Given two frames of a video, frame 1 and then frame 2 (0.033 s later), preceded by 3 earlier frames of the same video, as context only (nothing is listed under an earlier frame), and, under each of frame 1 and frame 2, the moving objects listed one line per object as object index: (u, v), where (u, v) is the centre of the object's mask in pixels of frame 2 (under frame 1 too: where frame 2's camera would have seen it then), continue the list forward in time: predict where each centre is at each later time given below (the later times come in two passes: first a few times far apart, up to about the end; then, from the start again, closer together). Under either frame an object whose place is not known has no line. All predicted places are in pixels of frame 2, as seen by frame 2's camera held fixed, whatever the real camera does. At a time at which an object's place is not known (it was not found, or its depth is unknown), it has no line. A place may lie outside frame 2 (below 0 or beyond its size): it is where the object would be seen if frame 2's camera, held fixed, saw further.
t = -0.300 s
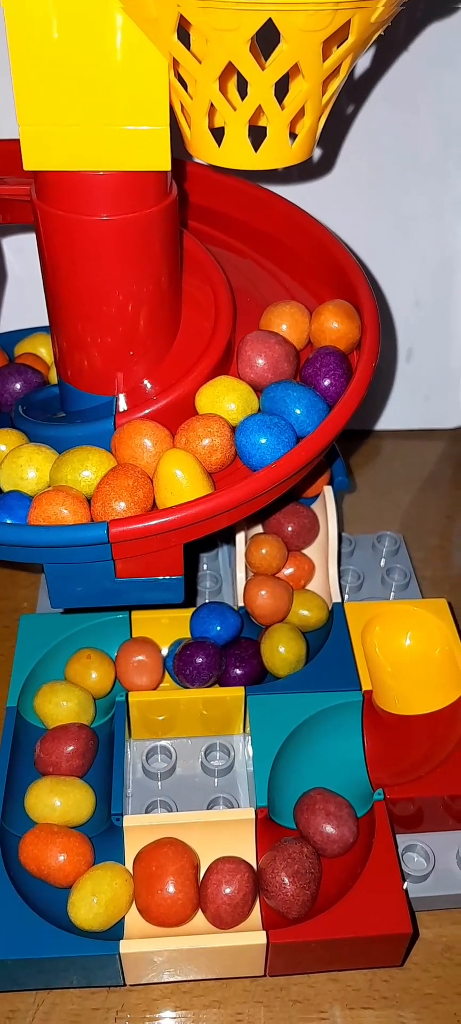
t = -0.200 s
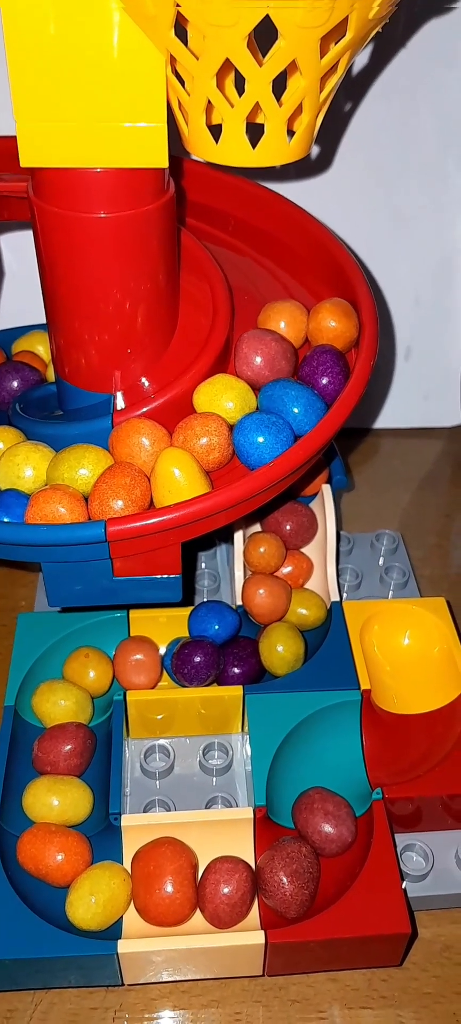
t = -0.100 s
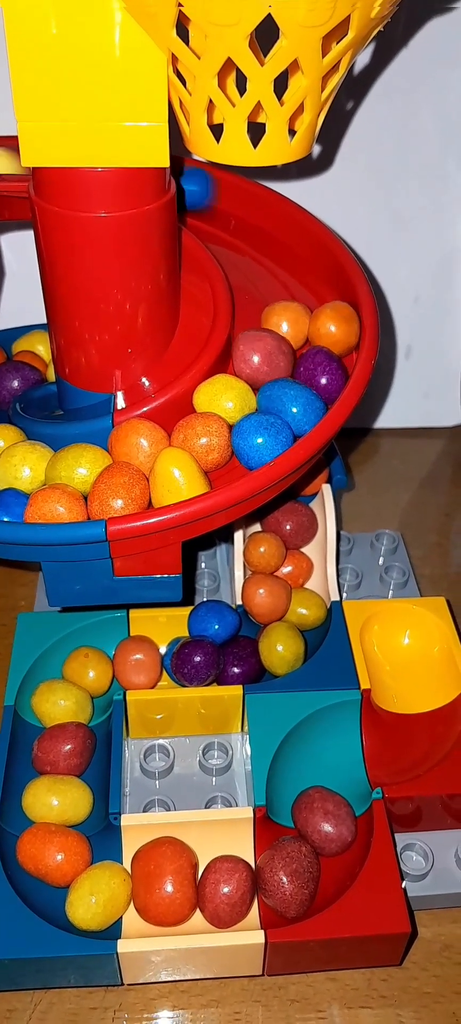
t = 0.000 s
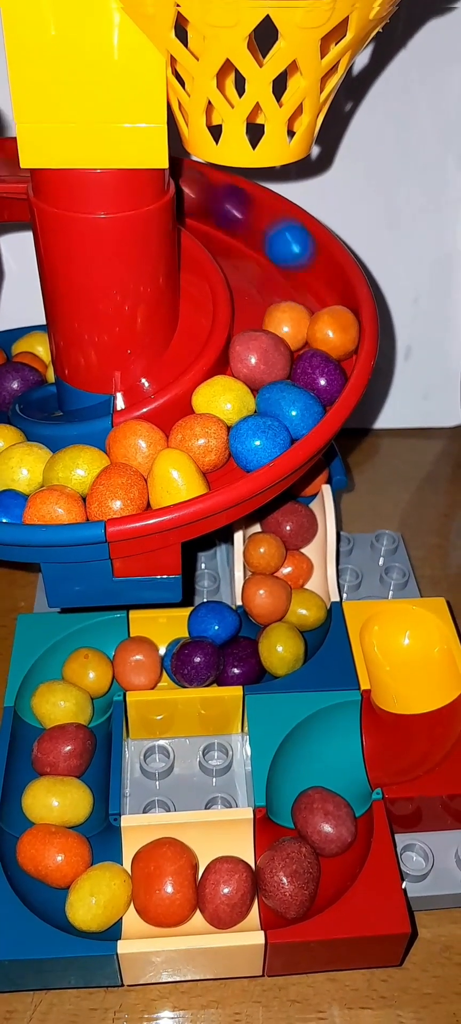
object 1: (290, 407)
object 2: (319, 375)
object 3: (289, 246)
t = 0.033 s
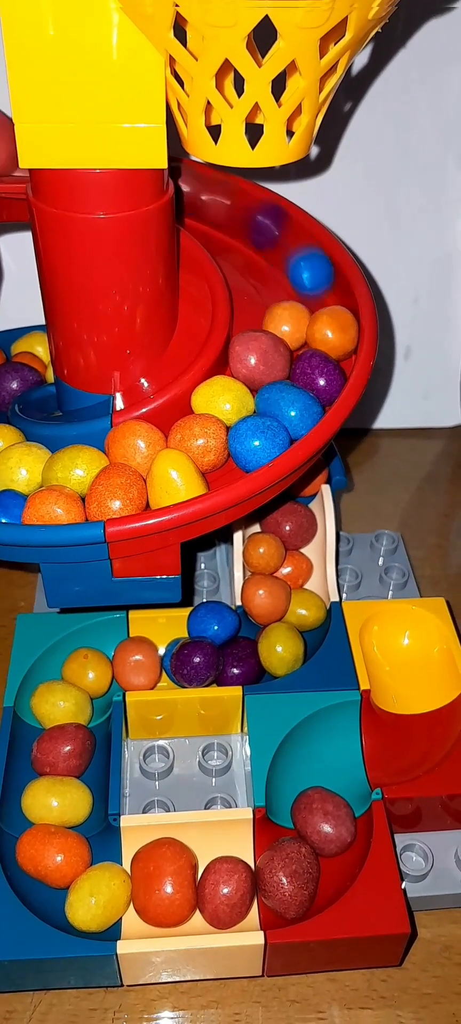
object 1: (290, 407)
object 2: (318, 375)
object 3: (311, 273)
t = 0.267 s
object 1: (285, 412)
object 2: (314, 380)
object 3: (338, 301)
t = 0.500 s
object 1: (283, 415)
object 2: (313, 382)
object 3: (339, 304)
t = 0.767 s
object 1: (282, 415)
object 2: (313, 383)
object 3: (339, 305)
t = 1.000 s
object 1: (282, 415)
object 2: (313, 383)
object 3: (338, 305)
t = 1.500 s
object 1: (282, 415)
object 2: (313, 383)
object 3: (339, 305)
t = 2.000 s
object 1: (282, 415)
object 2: (312, 382)
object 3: (339, 305)
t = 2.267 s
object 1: (282, 415)
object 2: (312, 383)
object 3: (347, 310)
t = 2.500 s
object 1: (281, 415)
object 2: (312, 383)
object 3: (339, 306)
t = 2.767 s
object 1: (281, 415)
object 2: (312, 383)
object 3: (338, 305)
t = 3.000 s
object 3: (339, 305)
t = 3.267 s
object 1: (281, 415)
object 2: (312, 383)
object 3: (338, 305)
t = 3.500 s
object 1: (281, 415)
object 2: (312, 383)
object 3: (339, 305)
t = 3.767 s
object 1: (281, 415)
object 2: (312, 382)
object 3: (339, 304)
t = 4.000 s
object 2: (312, 382)
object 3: (339, 304)
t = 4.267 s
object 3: (339, 305)
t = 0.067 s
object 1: (289, 408)
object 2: (318, 376)
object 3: (329, 292)
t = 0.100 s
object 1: (288, 409)
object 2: (317, 377)
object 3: (332, 297)
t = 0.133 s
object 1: (287, 410)
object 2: (316, 378)
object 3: (337, 299)
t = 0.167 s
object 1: (286, 411)
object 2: (315, 378)
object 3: (337, 300)
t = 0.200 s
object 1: (286, 411)
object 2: (315, 379)
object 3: (338, 300)
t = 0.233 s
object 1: (285, 412)
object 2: (315, 380)
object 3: (338, 301)
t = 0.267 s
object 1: (285, 412)
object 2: (314, 380)
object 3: (338, 301)
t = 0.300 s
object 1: (284, 413)
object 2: (314, 381)
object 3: (338, 301)
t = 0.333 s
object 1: (284, 413)
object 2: (314, 381)
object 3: (339, 302)
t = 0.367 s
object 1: (284, 413)
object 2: (314, 381)
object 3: (338, 302)
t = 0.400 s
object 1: (284, 414)
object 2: (314, 381)
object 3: (339, 303)
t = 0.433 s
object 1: (284, 414)
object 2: (314, 382)
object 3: (339, 303)
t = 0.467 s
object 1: (283, 414)
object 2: (313, 382)
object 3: (339, 304)
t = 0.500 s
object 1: (283, 415)
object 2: (313, 382)
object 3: (339, 304)
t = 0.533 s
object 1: (283, 415)
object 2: (313, 382)
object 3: (339, 304)
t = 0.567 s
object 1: (282, 415)
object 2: (313, 382)
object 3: (339, 304)
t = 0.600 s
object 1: (282, 415)
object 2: (313, 382)
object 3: (340, 305)
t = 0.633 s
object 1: (282, 415)
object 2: (313, 382)
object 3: (339, 305)
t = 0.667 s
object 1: (282, 415)
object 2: (313, 383)
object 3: (340, 305)
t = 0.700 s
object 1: (282, 415)
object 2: (313, 383)
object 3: (340, 305)
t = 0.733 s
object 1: (282, 415)
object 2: (313, 383)
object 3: (339, 305)
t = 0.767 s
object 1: (282, 415)
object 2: (313, 383)
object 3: (339, 305)
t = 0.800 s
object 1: (282, 415)
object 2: (313, 383)
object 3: (339, 305)
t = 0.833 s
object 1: (282, 415)
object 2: (313, 383)
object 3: (339, 305)
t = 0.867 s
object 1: (282, 415)
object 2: (313, 383)
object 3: (340, 305)
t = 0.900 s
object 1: (282, 415)
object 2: (313, 383)
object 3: (339, 305)
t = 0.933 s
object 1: (282, 415)
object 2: (313, 383)
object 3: (339, 305)
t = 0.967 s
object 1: (282, 415)
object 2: (313, 383)
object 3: (338, 305)
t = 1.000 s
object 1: (282, 415)
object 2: (313, 383)
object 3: (338, 305)
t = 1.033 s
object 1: (282, 415)
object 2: (313, 383)
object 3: (338, 305)
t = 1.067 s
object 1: (282, 415)
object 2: (313, 382)
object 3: (339, 305)
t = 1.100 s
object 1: (282, 415)
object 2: (313, 382)
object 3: (338, 304)
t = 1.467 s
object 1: (282, 415)
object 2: (313, 382)
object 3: (339, 305)
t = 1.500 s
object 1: (282, 415)
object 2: (313, 383)
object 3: (339, 305)
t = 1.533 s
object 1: (282, 415)
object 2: (313, 382)
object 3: (339, 305)
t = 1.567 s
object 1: (282, 415)
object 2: (313, 383)
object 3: (339, 305)
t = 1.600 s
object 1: (282, 415)
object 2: (313, 382)
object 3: (339, 305)
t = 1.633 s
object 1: (282, 415)
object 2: (313, 383)
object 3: (339, 305)
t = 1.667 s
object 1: (282, 415)
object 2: (313, 382)
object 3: (339, 305)
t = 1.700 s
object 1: (282, 415)
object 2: (313, 382)
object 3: (339, 305)
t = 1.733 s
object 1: (282, 415)
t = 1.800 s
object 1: (282, 415)
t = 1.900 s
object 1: (282, 415)
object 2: (312, 383)
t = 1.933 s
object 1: (282, 415)
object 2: (313, 383)
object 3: (339, 305)
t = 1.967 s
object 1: (282, 415)
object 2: (312, 383)
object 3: (339, 305)
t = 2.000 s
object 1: (282, 415)
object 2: (312, 382)
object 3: (339, 305)
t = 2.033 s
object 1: (282, 415)
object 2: (313, 383)
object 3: (339, 306)
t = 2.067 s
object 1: (282, 415)
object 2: (312, 383)
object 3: (339, 306)
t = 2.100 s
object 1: (282, 415)
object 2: (313, 383)
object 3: (339, 305)
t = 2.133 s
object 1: (282, 415)
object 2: (313, 383)
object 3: (339, 305)
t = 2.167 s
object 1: (282, 414)
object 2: (312, 382)
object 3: (339, 305)
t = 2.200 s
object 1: (282, 415)
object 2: (313, 383)
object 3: (339, 306)
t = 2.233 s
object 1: (282, 415)
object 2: (312, 383)
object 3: (339, 306)
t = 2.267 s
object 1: (282, 415)
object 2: (312, 383)
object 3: (347, 310)
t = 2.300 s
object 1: (282, 415)
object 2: (312, 383)
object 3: (339, 306)
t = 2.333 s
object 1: (281, 415)
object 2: (312, 382)
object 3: (340, 306)
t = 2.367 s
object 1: (281, 415)
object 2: (312, 382)
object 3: (338, 305)
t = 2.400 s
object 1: (281, 415)
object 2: (312, 382)
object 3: (339, 305)
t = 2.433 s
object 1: (282, 415)
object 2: (312, 383)
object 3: (339, 305)
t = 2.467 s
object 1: (281, 415)
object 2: (312, 383)
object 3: (339, 306)
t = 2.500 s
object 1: (281, 415)
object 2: (312, 383)
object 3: (339, 306)
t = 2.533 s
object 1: (282, 415)
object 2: (312, 383)
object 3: (339, 305)
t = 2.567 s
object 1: (282, 415)
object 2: (312, 383)
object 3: (339, 305)
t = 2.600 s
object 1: (281, 415)
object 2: (312, 383)
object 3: (339, 305)
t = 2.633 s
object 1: (281, 415)
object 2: (312, 382)
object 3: (339, 305)
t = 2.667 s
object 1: (281, 415)
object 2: (312, 382)
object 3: (339, 305)
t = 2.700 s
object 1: (281, 416)
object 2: (312, 383)
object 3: (339, 306)
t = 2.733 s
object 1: (281, 415)
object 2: (311, 383)
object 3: (338, 305)
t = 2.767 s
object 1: (281, 415)
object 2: (312, 383)
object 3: (338, 305)
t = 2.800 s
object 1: (281, 415)
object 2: (312, 382)
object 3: (338, 305)
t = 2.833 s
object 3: (337, 305)
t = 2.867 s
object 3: (338, 305)
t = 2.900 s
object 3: (338, 305)
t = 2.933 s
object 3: (338, 305)
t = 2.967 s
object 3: (338, 305)
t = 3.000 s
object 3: (339, 305)
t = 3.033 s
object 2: (312, 383)
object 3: (339, 305)
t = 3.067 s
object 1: (281, 415)
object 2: (313, 383)
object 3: (338, 304)
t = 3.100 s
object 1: (282, 415)
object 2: (313, 383)
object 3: (339, 305)
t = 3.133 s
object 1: (282, 415)
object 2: (312, 383)
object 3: (339, 305)
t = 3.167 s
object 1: (281, 415)
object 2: (312, 383)
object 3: (338, 305)
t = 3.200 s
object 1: (282, 415)
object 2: (312, 382)
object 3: (339, 304)
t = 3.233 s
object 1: (282, 415)
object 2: (312, 383)
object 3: (339, 305)
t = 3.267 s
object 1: (281, 415)
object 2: (312, 383)
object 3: (338, 305)
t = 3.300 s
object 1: (282, 415)
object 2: (312, 383)
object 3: (339, 305)
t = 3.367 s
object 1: (281, 415)
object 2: (312, 383)
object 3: (339, 305)
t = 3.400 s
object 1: (282, 415)
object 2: (312, 383)
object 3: (339, 305)
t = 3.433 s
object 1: (282, 415)
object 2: (313, 383)
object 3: (339, 305)
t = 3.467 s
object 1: (281, 415)
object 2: (312, 383)
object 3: (339, 305)
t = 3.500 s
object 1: (281, 415)
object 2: (312, 383)
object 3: (339, 305)
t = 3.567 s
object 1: (281, 415)
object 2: (312, 382)
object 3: (339, 304)
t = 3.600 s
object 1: (281, 415)
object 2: (312, 383)
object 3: (339, 305)
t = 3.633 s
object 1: (281, 415)
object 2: (312, 383)
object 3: (339, 305)
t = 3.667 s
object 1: (282, 415)
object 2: (312, 383)
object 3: (339, 305)
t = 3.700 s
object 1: (282, 415)
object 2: (312, 383)
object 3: (339, 305)
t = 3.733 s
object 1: (281, 415)
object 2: (312, 383)
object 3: (339, 305)
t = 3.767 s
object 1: (281, 415)
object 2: (312, 382)
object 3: (339, 304)
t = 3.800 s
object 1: (282, 414)
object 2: (312, 382)
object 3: (339, 304)
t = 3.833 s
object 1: (282, 415)
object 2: (312, 383)
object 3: (339, 305)
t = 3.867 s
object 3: (339, 305)
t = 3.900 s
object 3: (339, 305)
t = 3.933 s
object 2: (313, 383)
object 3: (339, 305)
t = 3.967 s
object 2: (312, 382)
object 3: (339, 305)
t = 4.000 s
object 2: (312, 382)
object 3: (339, 304)
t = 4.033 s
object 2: (313, 382)
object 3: (340, 305)
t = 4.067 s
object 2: (312, 383)
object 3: (339, 305)
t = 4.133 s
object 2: (312, 383)
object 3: (340, 305)
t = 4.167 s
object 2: (312, 383)
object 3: (340, 305)
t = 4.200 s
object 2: (312, 383)
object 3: (339, 305)
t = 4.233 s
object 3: (339, 305)
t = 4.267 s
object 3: (339, 305)
